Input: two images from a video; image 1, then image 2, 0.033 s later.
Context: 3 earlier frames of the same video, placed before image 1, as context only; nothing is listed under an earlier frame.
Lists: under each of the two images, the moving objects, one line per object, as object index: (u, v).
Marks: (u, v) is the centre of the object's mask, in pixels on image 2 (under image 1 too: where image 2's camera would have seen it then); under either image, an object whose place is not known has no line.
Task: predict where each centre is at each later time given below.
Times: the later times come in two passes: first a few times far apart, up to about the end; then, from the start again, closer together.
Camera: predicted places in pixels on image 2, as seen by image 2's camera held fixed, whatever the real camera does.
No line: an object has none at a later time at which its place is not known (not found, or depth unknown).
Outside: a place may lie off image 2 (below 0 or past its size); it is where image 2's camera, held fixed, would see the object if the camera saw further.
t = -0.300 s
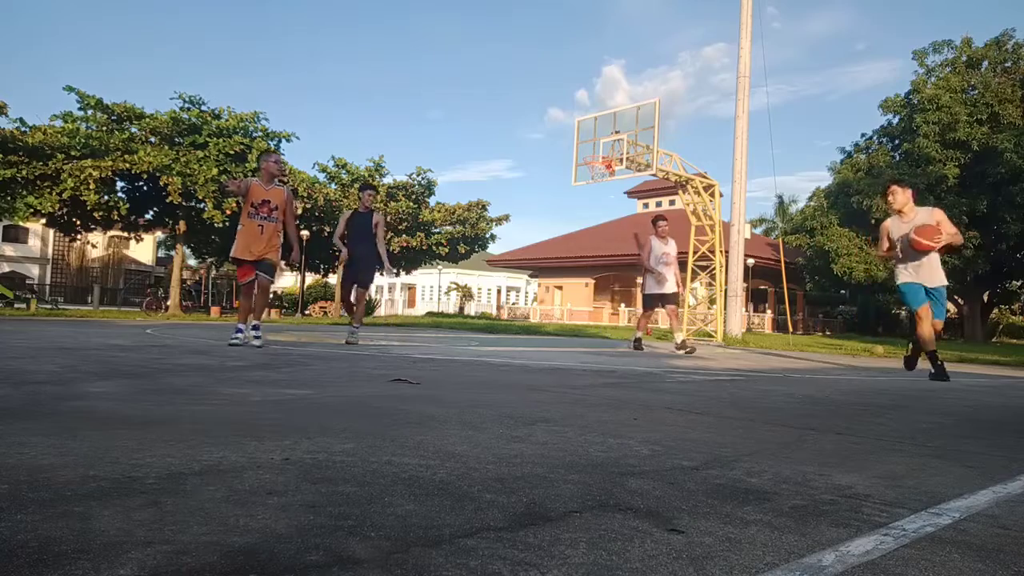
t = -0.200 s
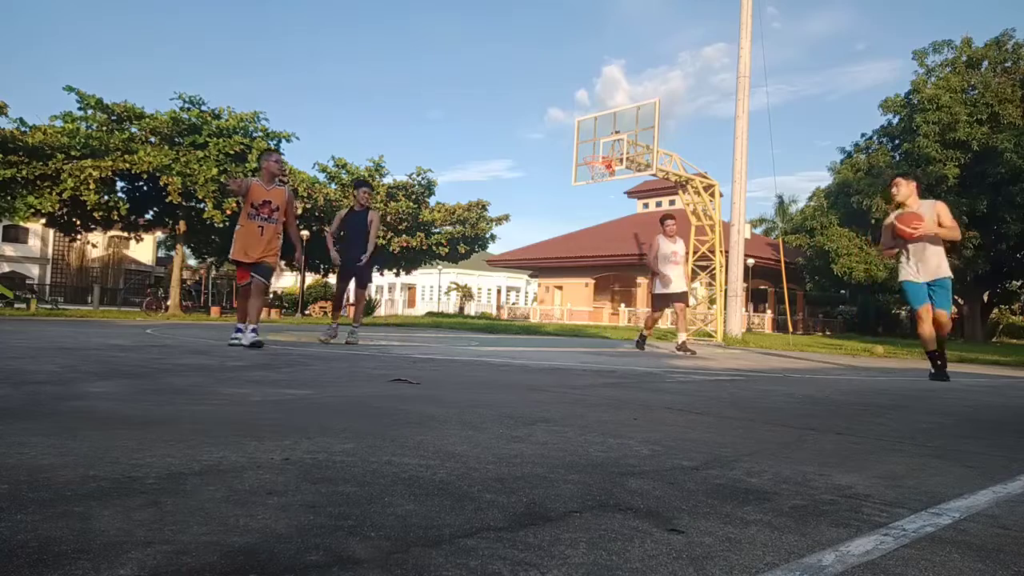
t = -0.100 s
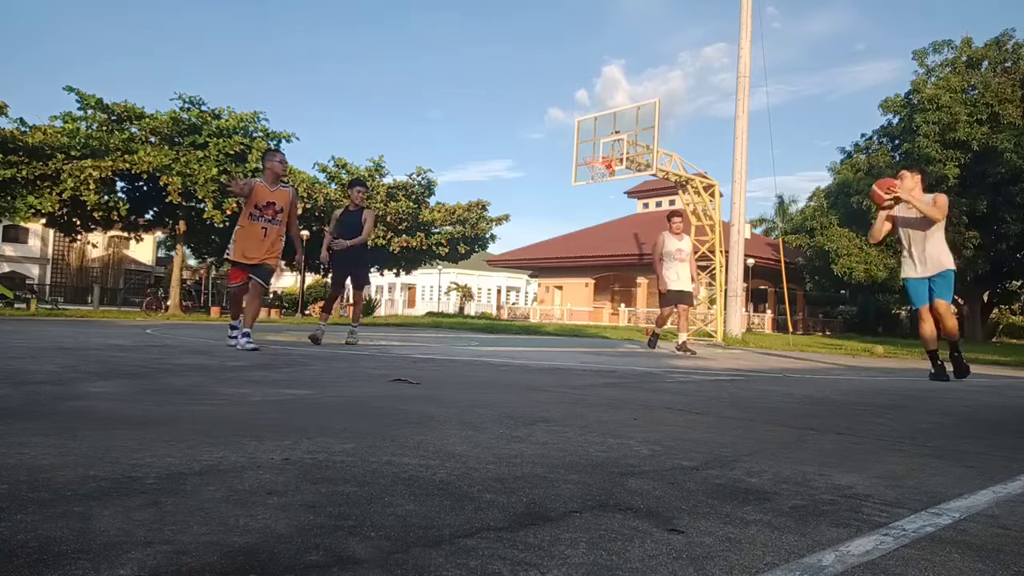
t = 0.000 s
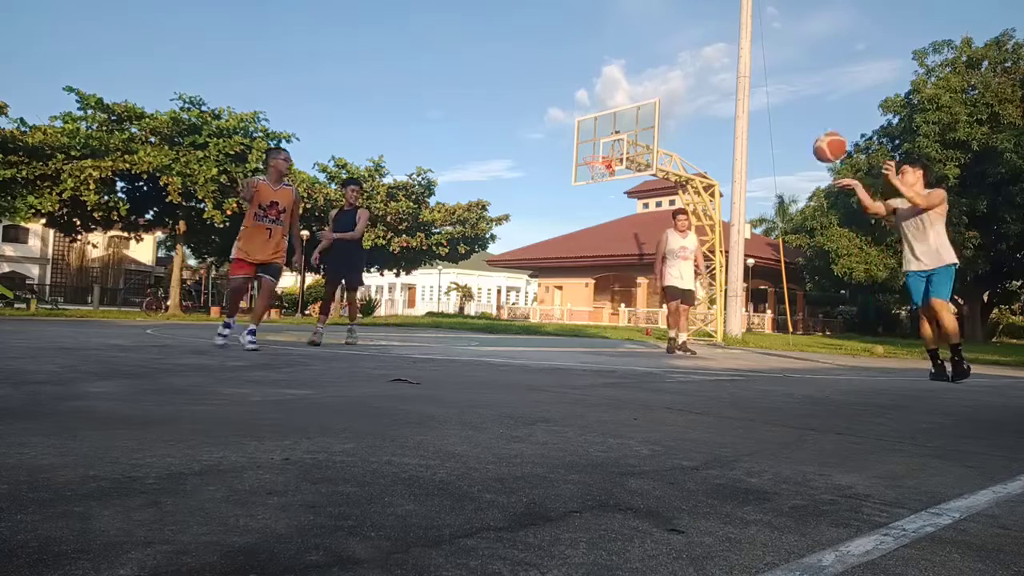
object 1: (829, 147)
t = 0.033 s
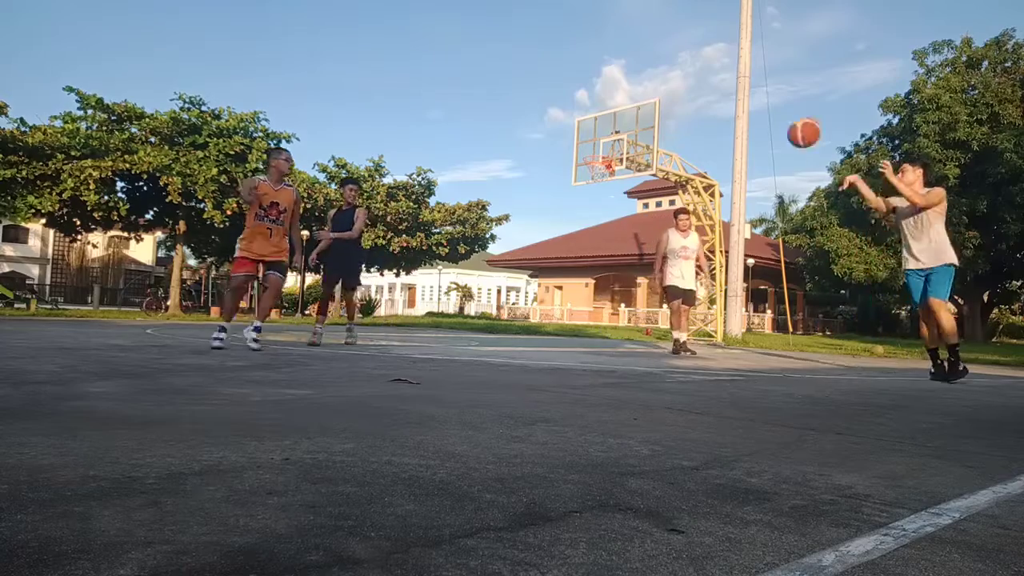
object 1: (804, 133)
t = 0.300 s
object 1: (586, 53)
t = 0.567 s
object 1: (331, 59)
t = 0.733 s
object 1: (144, 117)
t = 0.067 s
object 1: (778, 118)
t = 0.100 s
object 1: (752, 105)
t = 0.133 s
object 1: (725, 94)
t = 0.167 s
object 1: (698, 83)
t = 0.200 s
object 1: (671, 74)
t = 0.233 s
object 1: (643, 66)
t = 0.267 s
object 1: (614, 59)
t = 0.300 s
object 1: (586, 53)
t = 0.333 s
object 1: (556, 50)
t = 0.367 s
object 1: (526, 46)
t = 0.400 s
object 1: (496, 45)
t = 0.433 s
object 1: (464, 45)
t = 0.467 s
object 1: (432, 46)
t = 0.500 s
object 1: (399, 49)
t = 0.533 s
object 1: (365, 53)
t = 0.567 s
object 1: (331, 59)
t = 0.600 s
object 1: (295, 66)
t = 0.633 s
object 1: (259, 76)
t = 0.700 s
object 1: (183, 101)
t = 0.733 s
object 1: (144, 117)
